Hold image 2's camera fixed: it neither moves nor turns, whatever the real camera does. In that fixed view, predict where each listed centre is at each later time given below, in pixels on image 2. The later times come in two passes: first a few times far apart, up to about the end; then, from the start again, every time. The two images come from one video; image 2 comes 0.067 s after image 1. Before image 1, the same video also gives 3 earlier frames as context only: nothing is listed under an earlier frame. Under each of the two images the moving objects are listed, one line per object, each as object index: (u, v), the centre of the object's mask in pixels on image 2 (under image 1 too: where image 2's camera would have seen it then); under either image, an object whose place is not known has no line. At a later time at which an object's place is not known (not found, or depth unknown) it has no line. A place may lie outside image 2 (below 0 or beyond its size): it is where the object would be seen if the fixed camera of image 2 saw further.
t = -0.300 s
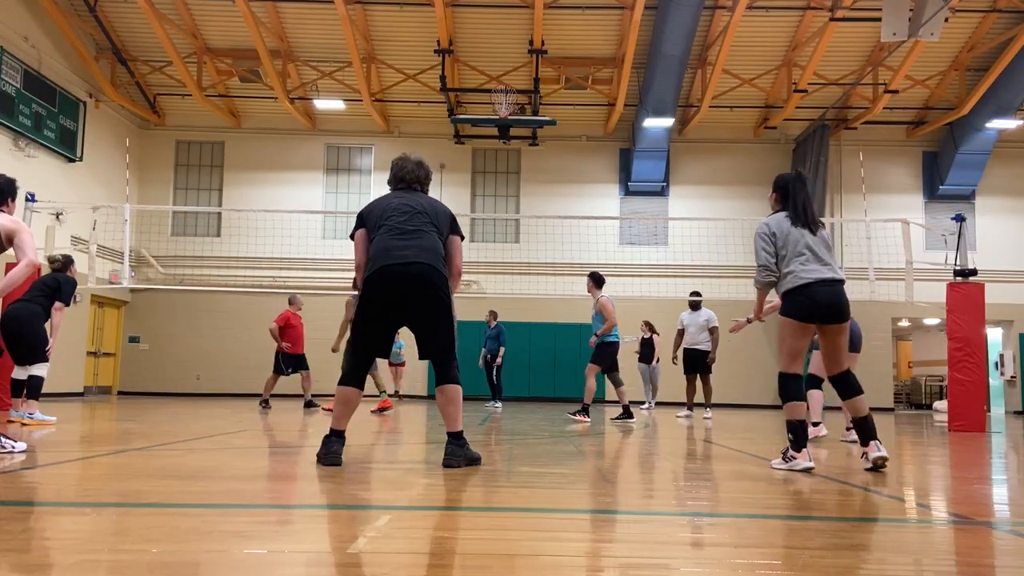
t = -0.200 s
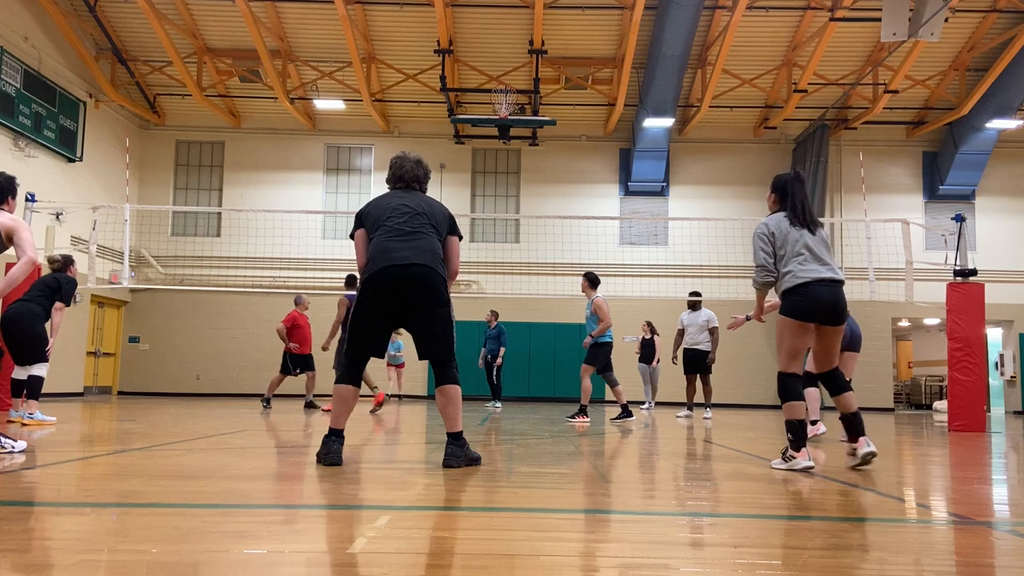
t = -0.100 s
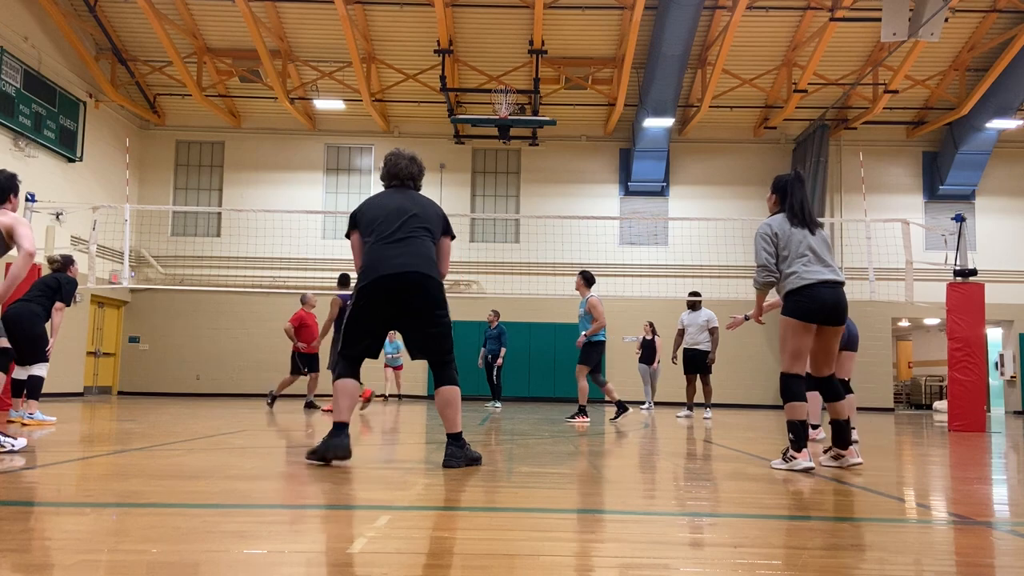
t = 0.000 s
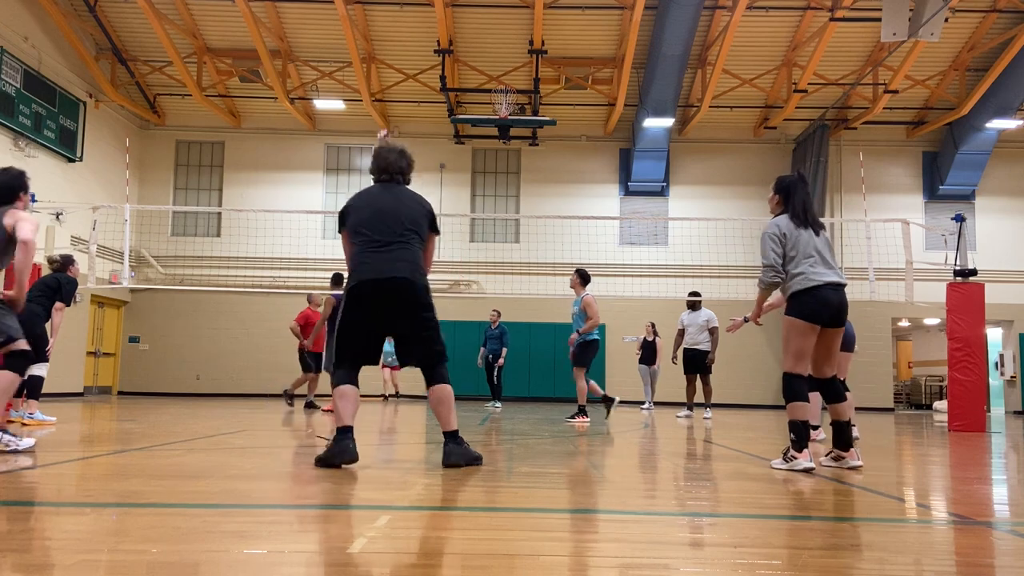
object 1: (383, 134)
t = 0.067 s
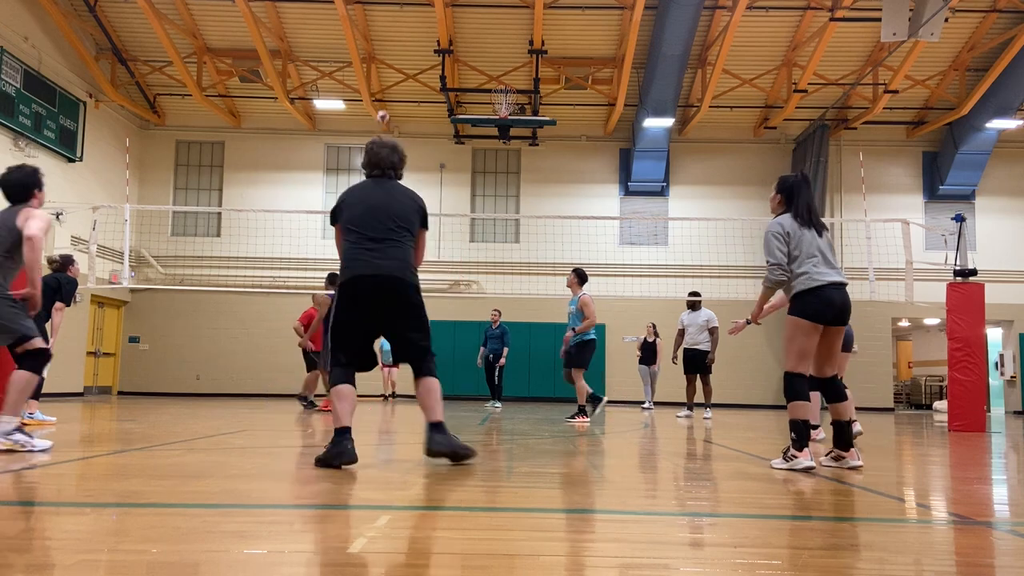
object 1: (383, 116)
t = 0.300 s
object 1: (381, 64)
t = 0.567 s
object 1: (382, 40)
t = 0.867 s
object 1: (388, 82)
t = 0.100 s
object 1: (382, 108)
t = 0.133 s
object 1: (382, 100)
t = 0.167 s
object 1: (382, 92)
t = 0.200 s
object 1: (382, 84)
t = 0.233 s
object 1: (382, 77)
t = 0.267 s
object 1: (382, 71)
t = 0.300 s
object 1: (381, 64)
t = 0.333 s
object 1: (382, 59)
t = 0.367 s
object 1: (381, 55)
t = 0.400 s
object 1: (381, 51)
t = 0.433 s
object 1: (381, 47)
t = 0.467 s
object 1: (381, 44)
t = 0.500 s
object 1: (381, 42)
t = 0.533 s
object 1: (382, 40)
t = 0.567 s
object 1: (382, 40)
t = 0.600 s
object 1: (383, 40)
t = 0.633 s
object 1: (383, 41)
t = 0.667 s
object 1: (384, 43)
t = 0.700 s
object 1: (384, 45)
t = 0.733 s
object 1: (385, 50)
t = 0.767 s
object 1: (385, 55)
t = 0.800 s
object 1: (386, 63)
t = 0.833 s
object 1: (387, 71)
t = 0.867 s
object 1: (388, 82)
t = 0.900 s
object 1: (388, 93)
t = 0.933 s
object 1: (390, 107)
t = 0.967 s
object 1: (391, 123)
